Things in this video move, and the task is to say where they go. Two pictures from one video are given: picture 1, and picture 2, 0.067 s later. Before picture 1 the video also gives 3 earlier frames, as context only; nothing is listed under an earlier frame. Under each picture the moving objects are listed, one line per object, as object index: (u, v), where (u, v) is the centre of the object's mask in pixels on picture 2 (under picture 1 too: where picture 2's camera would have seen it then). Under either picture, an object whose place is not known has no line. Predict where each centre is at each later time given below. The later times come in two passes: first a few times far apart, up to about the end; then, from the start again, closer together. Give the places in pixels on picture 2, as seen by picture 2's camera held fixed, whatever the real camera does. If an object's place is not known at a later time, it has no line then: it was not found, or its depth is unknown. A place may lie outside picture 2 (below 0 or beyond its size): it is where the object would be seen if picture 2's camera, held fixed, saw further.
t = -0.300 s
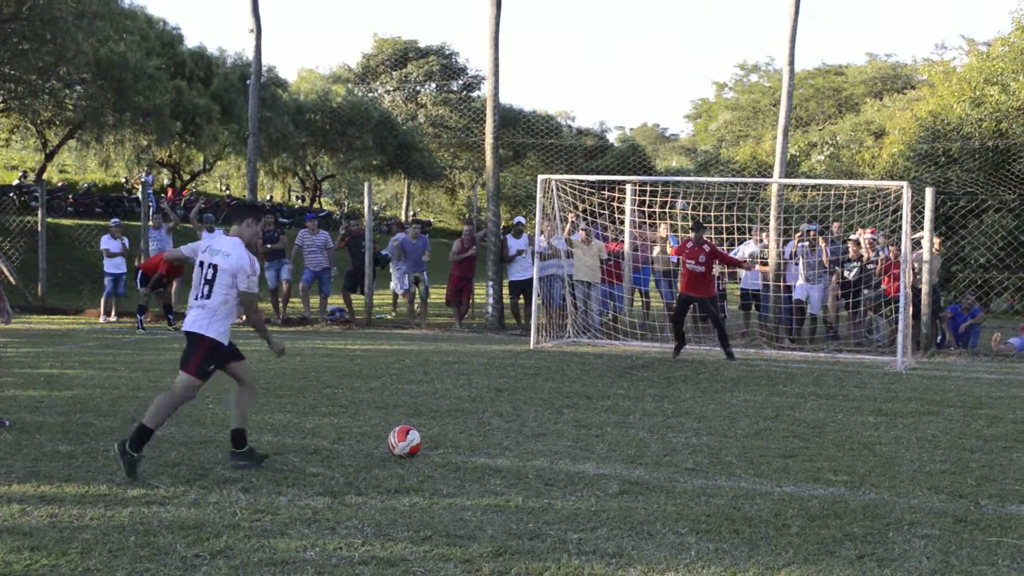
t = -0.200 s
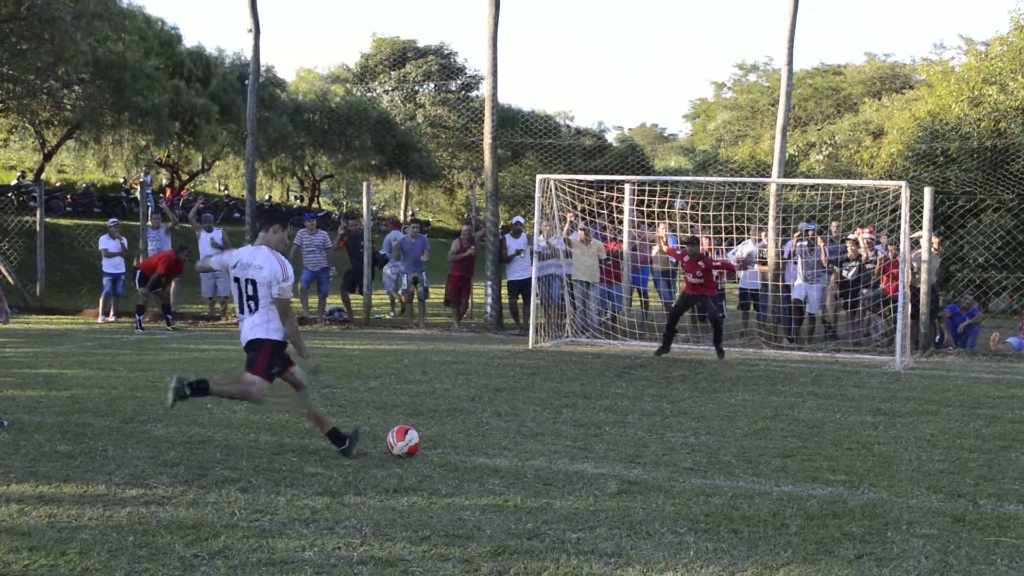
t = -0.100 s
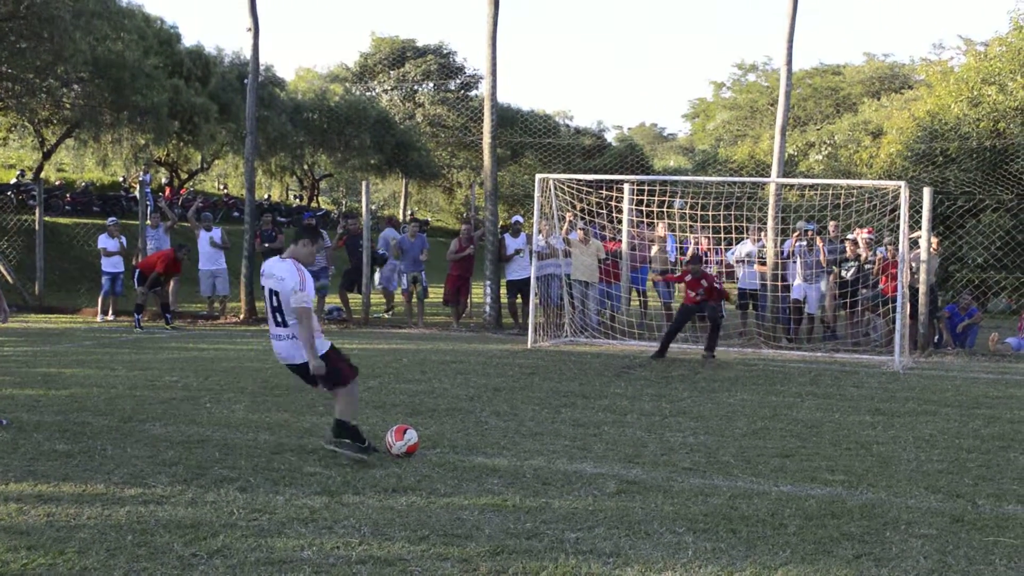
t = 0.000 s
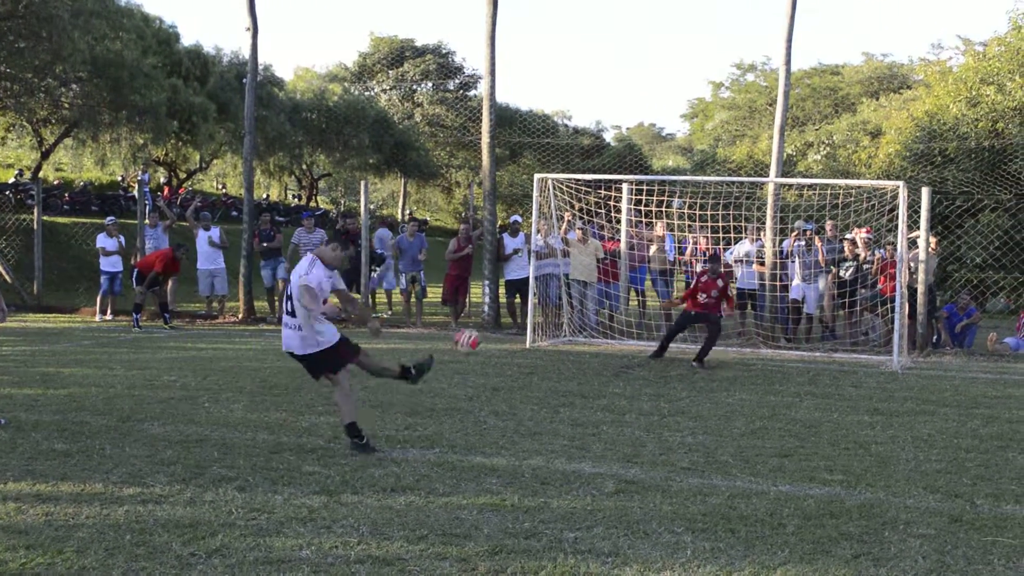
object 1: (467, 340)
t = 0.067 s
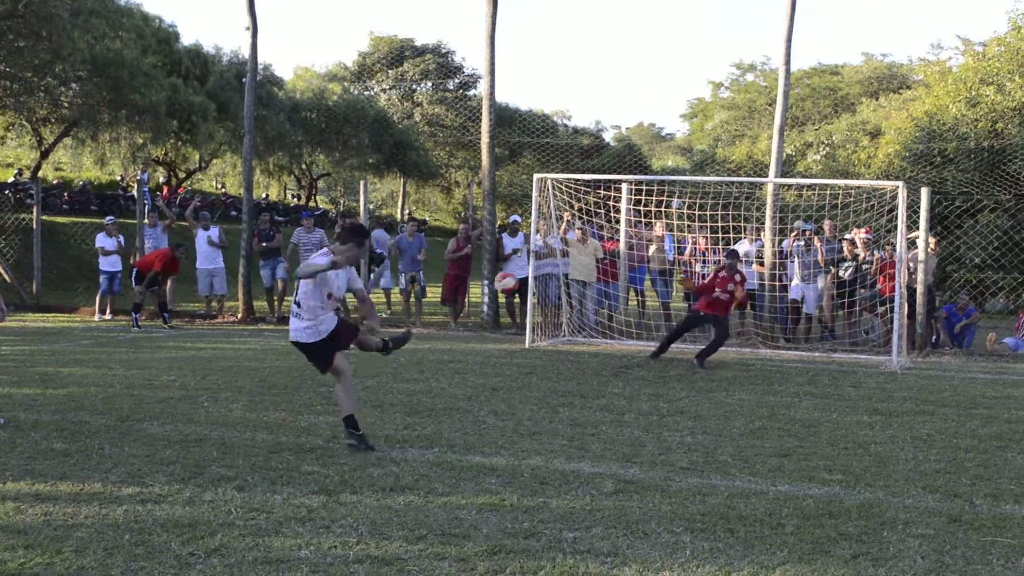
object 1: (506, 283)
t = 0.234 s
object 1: (558, 206)
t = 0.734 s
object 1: (601, 286)
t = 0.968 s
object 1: (592, 315)
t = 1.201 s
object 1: (593, 332)
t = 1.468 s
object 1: (613, 340)
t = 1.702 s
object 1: (622, 341)
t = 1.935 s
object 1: (624, 341)
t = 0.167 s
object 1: (542, 229)
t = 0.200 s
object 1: (550, 216)
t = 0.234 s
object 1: (558, 206)
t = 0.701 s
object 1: (600, 272)
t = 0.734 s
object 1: (601, 286)
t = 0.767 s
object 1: (602, 302)
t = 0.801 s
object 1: (604, 317)
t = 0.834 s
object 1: (603, 332)
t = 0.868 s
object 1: (601, 333)
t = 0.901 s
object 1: (597, 326)
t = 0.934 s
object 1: (597, 321)
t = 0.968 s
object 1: (592, 315)
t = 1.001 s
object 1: (588, 315)
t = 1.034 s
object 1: (587, 320)
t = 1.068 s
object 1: (587, 325)
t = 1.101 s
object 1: (587, 335)
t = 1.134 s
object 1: (588, 340)
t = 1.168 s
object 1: (593, 335)
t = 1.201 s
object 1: (593, 332)
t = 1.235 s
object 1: (596, 331)
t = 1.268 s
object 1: (601, 331)
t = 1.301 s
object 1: (604, 330)
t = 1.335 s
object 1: (605, 330)
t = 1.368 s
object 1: (607, 329)
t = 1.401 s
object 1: (609, 332)
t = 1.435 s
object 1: (612, 335)
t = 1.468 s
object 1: (613, 340)
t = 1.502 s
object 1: (616, 341)
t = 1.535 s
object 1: (617, 340)
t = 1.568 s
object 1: (618, 339)
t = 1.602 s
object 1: (619, 338)
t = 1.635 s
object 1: (621, 338)
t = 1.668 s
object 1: (621, 339)
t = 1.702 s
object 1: (622, 341)
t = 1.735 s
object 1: (624, 342)
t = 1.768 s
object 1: (625, 340)
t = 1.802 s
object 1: (625, 340)
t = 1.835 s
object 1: (625, 341)
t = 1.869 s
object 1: (625, 341)
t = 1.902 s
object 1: (624, 342)
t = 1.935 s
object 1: (624, 341)
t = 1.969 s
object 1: (624, 341)
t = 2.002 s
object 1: (623, 342)
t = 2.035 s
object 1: (623, 341)
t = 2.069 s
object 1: (623, 341)
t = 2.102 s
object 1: (623, 341)
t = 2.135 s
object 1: (623, 342)
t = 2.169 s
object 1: (623, 341)
